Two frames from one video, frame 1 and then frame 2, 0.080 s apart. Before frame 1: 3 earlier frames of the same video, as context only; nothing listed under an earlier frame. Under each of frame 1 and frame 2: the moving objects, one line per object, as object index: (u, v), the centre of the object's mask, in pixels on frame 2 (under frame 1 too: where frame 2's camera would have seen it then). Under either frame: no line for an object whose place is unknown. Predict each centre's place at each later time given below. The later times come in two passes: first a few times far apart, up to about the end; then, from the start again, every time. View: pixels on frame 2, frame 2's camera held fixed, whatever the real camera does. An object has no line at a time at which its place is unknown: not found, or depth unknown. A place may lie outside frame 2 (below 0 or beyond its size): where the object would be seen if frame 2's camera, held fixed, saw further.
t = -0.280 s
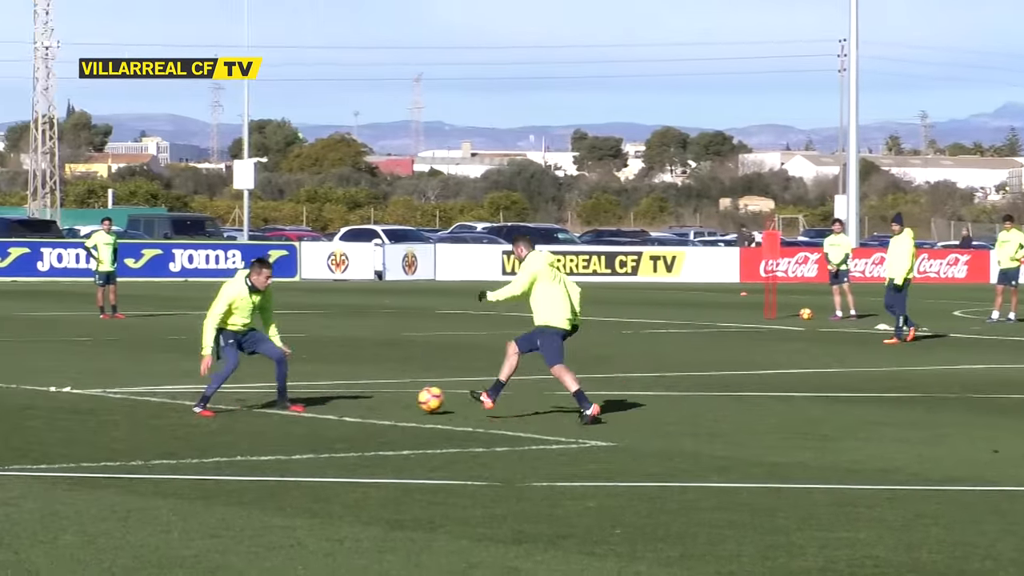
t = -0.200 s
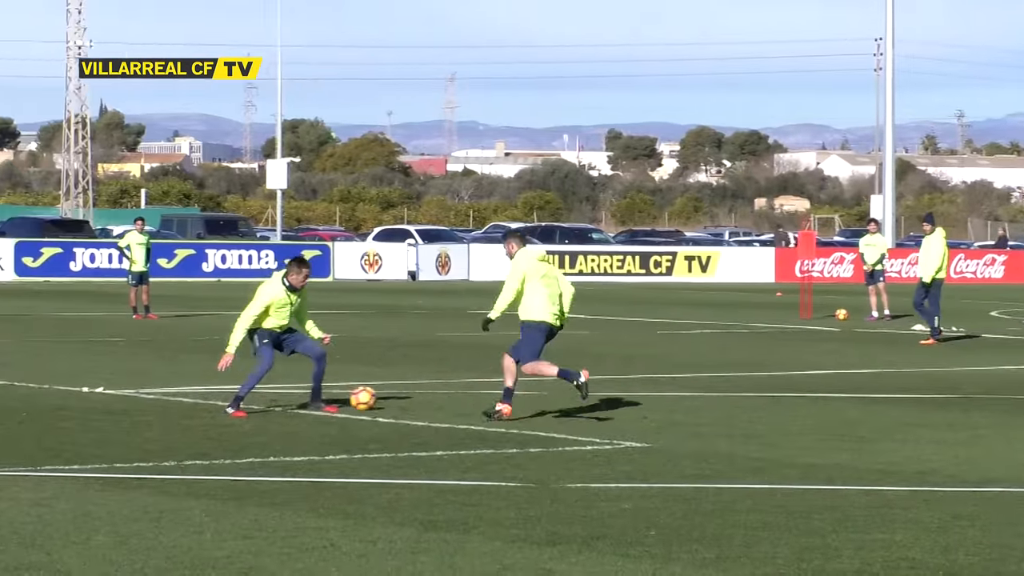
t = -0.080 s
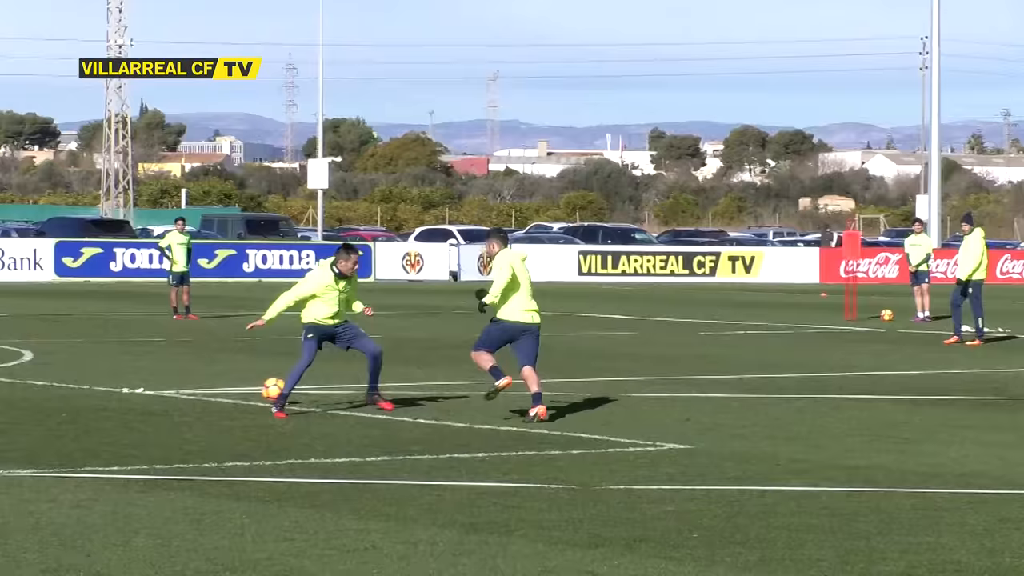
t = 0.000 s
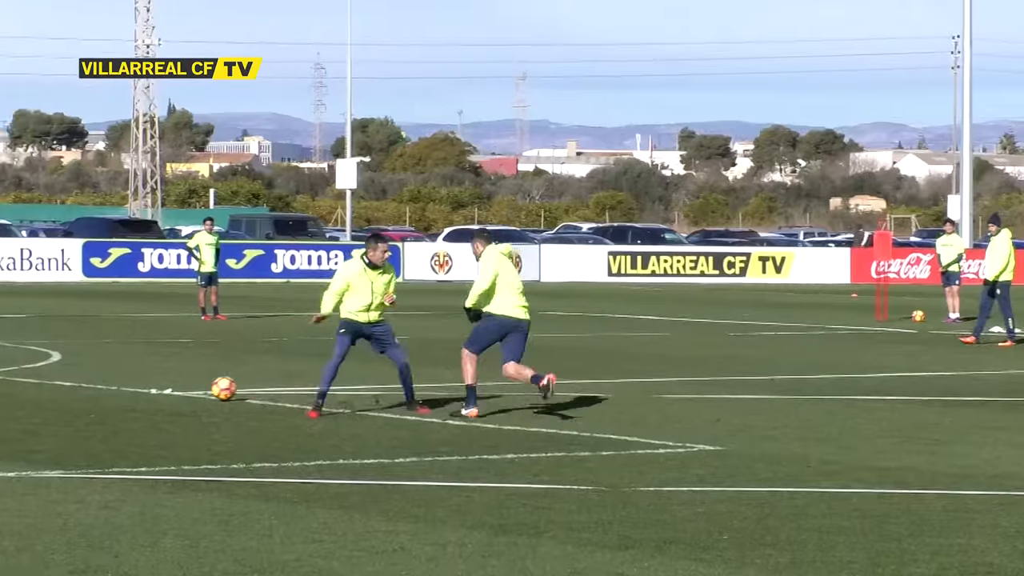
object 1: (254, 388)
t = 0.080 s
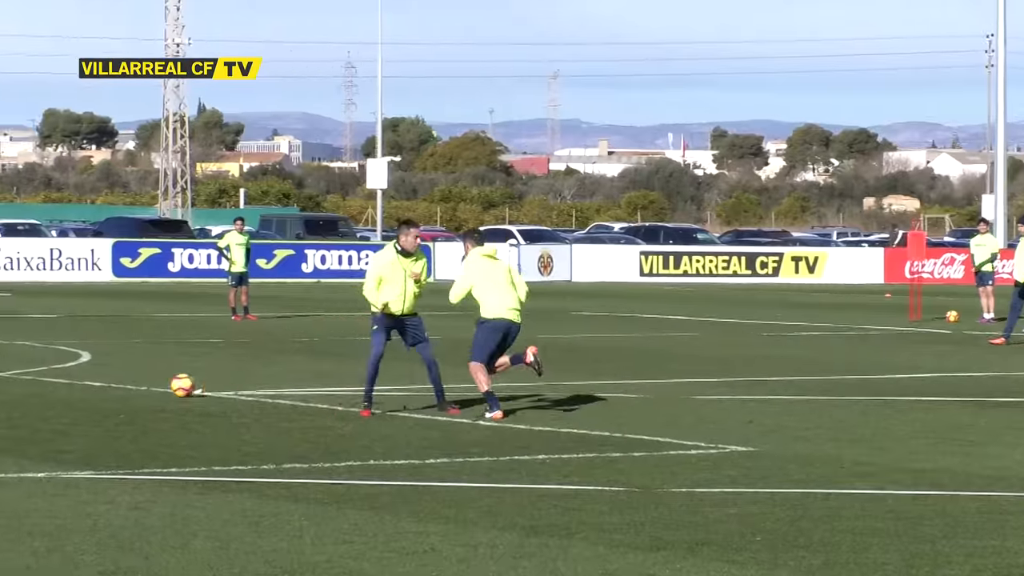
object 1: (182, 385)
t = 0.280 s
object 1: (27, 378)
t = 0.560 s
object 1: (-148, 370)
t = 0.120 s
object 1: (149, 383)
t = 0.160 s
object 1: (117, 381)
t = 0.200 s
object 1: (85, 381)
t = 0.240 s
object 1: (55, 380)
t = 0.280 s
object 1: (27, 378)
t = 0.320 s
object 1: (-1, 377)
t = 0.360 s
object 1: (-28, 376)
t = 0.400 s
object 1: (-53, 374)
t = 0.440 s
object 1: (-78, 372)
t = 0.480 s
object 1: (-102, 372)
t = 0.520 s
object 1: (-126, 371)
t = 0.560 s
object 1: (-148, 370)
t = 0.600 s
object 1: (-168, 369)
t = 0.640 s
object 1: (-189, 369)
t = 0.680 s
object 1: (-209, 369)
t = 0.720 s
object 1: (-227, 367)
